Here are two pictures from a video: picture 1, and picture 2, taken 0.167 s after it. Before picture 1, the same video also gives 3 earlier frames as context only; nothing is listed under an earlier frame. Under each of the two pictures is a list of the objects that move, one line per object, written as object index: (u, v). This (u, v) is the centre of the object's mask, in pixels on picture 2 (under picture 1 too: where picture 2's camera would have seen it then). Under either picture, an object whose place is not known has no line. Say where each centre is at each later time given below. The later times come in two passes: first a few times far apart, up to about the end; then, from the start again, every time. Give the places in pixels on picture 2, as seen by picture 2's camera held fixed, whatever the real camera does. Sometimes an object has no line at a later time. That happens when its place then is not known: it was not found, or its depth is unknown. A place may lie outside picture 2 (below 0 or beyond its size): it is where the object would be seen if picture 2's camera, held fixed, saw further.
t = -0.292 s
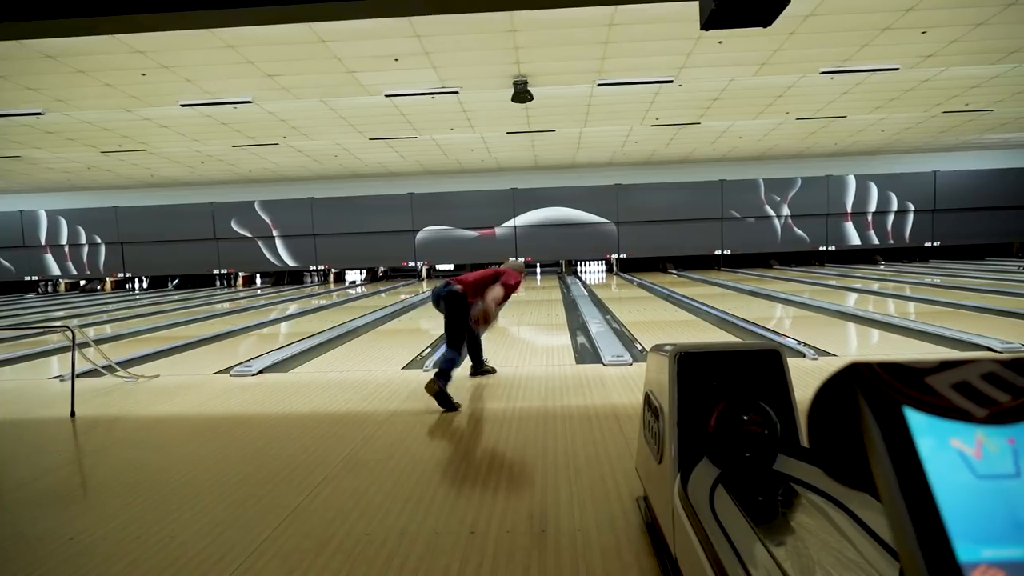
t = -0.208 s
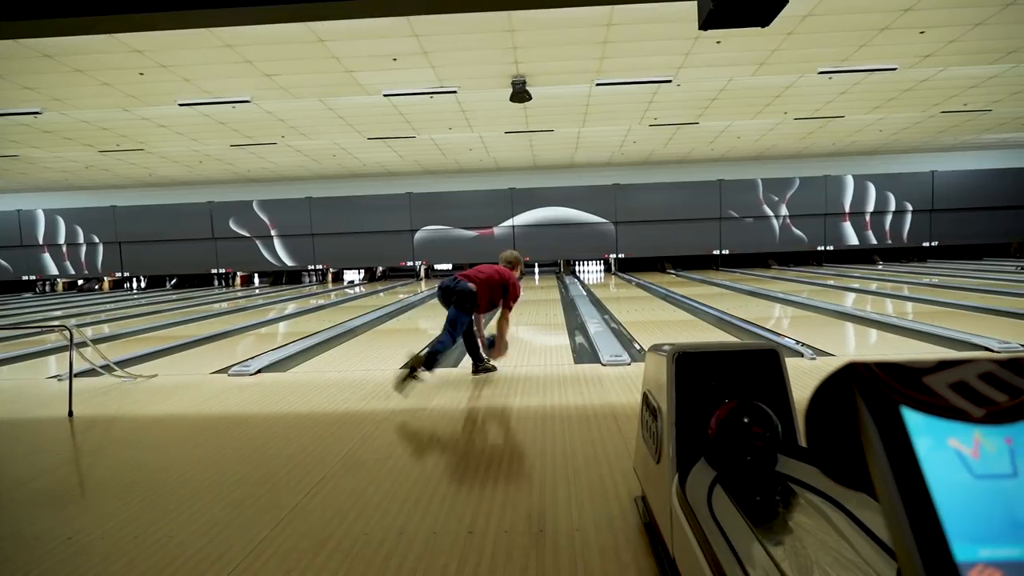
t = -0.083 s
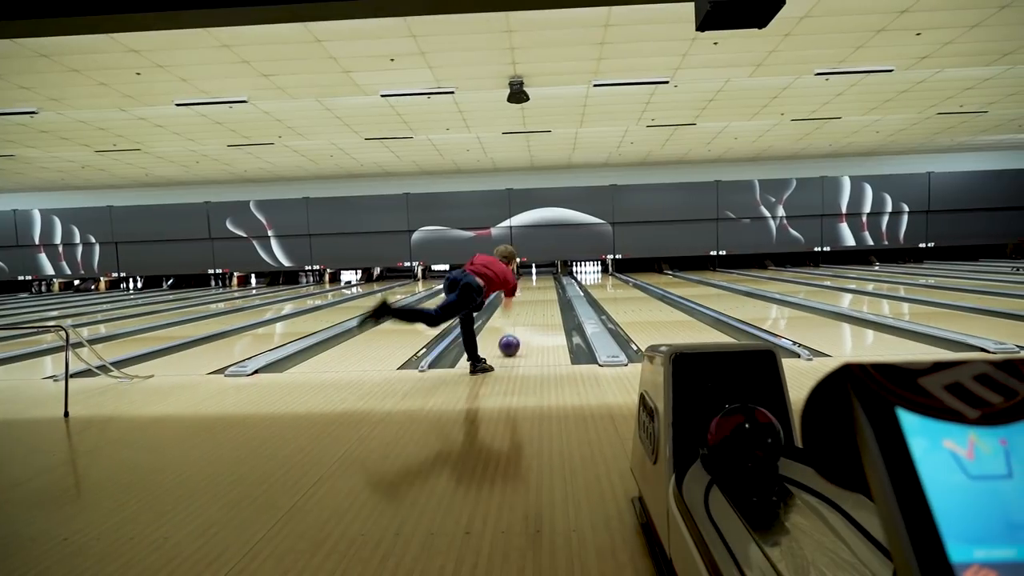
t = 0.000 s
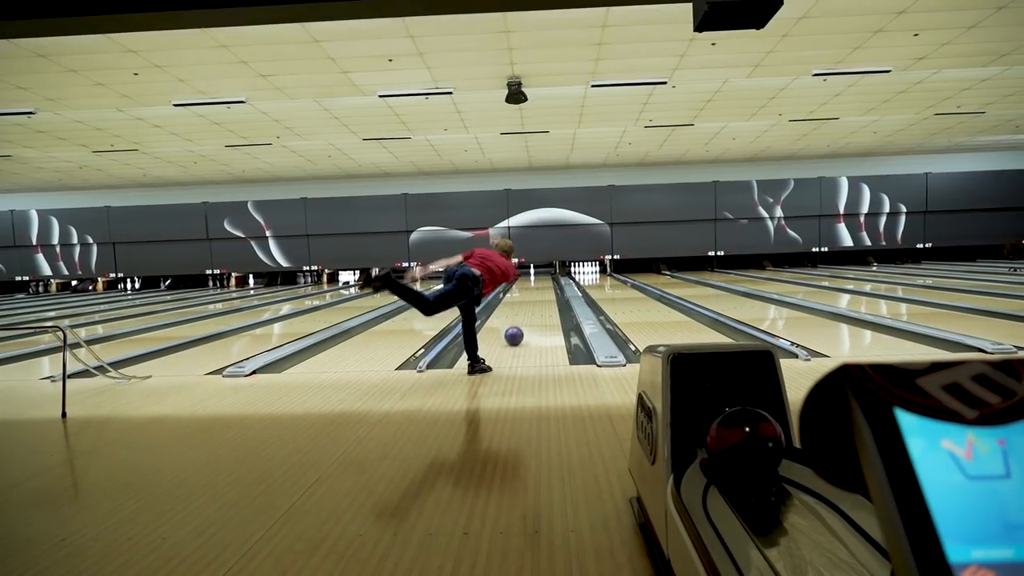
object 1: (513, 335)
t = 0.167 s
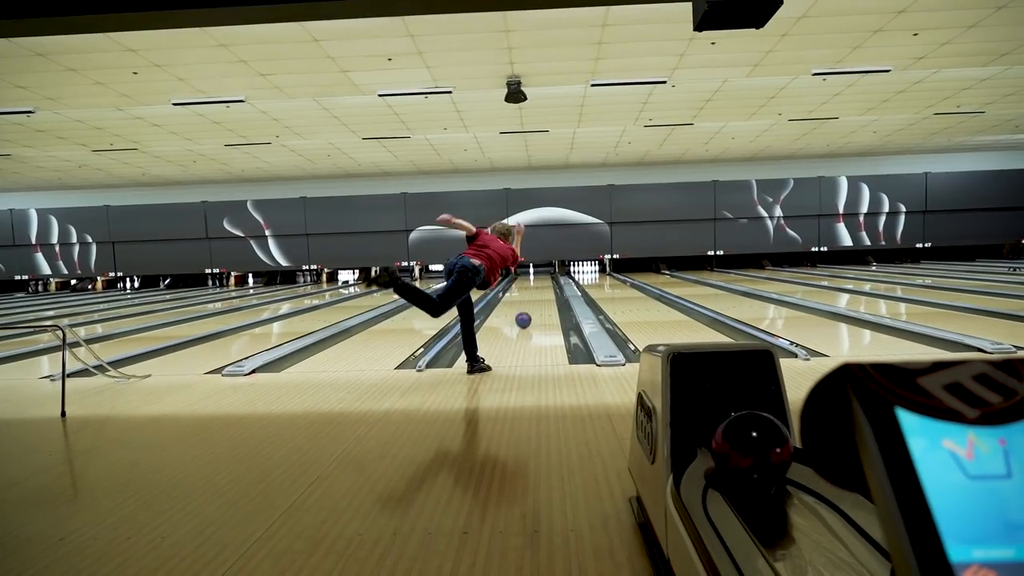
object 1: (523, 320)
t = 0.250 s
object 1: (527, 314)
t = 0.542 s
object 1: (536, 299)
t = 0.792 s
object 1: (541, 291)
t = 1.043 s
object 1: (544, 284)
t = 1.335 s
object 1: (545, 279)
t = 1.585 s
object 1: (544, 275)
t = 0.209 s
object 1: (525, 316)
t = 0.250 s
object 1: (527, 314)
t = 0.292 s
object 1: (528, 311)
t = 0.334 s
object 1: (530, 309)
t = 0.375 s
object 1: (531, 306)
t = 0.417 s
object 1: (532, 304)
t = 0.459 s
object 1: (534, 302)
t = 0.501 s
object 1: (535, 300)
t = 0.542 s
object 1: (536, 299)
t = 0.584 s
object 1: (537, 297)
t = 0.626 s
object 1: (538, 296)
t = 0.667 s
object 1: (539, 294)
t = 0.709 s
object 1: (539, 293)
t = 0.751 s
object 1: (540, 292)
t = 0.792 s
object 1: (541, 291)
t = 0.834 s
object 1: (541, 290)
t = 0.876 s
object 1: (542, 288)
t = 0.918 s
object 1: (542, 288)
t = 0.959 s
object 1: (543, 286)
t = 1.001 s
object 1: (543, 285)
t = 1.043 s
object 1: (544, 284)
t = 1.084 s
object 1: (544, 283)
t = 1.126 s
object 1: (544, 282)
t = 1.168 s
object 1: (545, 282)
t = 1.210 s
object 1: (545, 281)
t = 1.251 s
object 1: (545, 280)
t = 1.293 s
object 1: (545, 279)
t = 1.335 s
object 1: (545, 279)
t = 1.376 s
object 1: (545, 278)
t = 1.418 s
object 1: (545, 277)
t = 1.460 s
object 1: (545, 277)
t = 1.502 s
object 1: (545, 276)
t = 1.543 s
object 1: (544, 276)
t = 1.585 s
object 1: (544, 275)
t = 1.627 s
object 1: (543, 275)
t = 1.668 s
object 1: (542, 275)
